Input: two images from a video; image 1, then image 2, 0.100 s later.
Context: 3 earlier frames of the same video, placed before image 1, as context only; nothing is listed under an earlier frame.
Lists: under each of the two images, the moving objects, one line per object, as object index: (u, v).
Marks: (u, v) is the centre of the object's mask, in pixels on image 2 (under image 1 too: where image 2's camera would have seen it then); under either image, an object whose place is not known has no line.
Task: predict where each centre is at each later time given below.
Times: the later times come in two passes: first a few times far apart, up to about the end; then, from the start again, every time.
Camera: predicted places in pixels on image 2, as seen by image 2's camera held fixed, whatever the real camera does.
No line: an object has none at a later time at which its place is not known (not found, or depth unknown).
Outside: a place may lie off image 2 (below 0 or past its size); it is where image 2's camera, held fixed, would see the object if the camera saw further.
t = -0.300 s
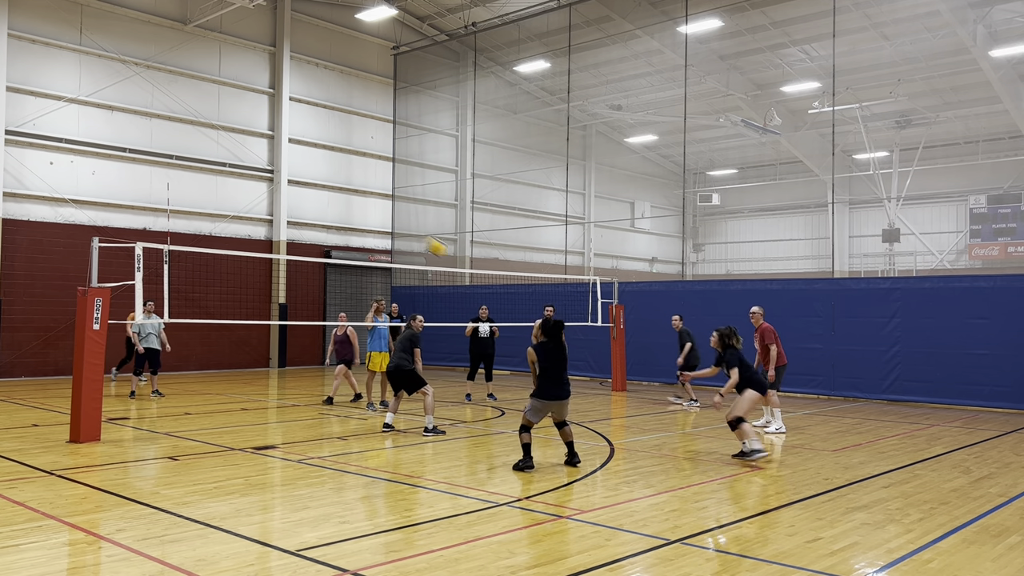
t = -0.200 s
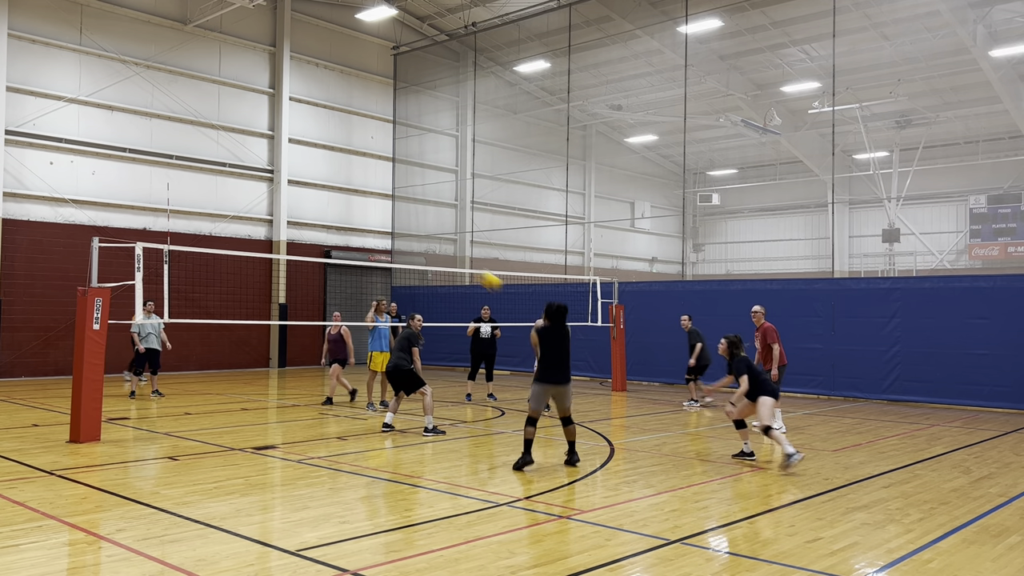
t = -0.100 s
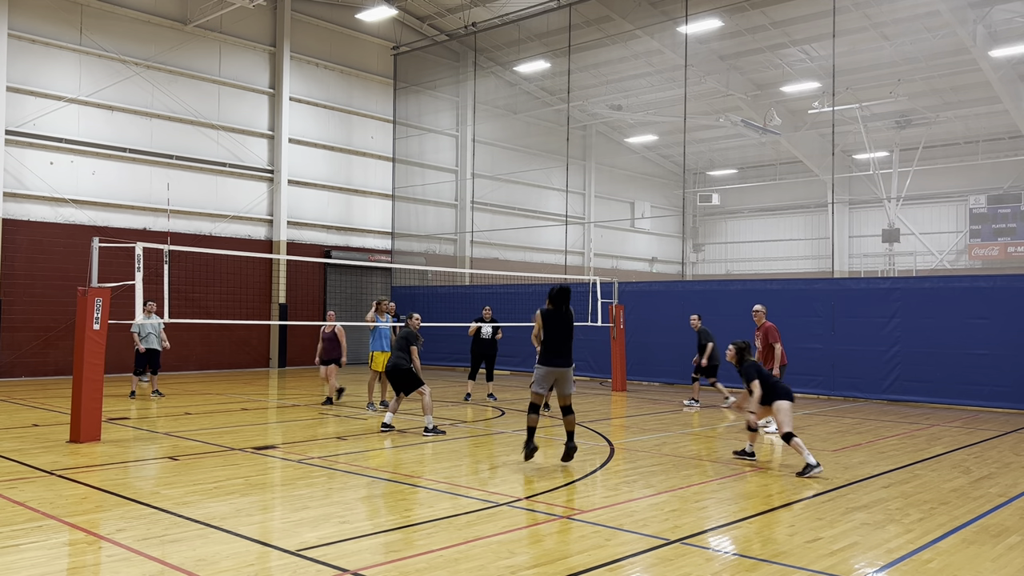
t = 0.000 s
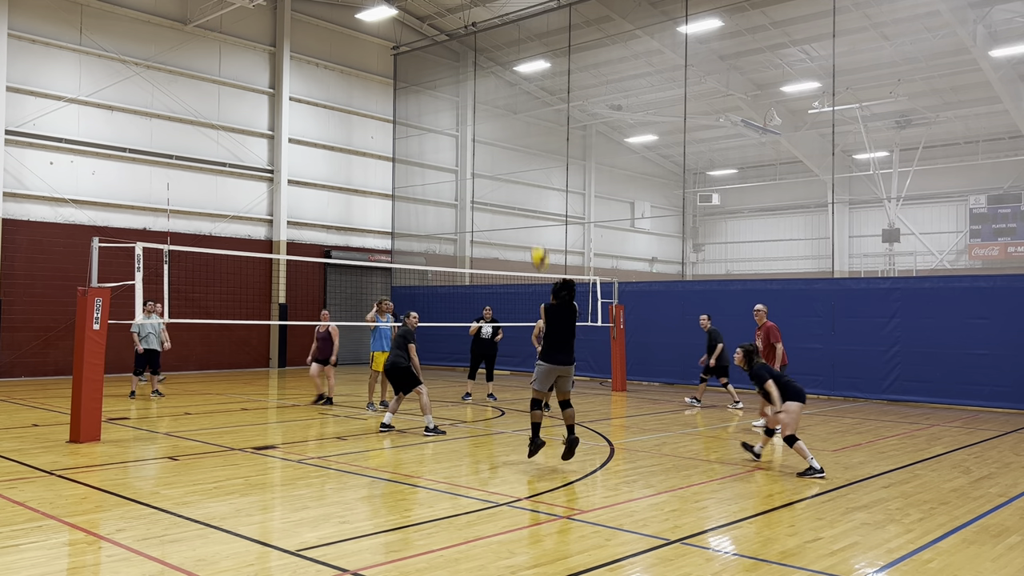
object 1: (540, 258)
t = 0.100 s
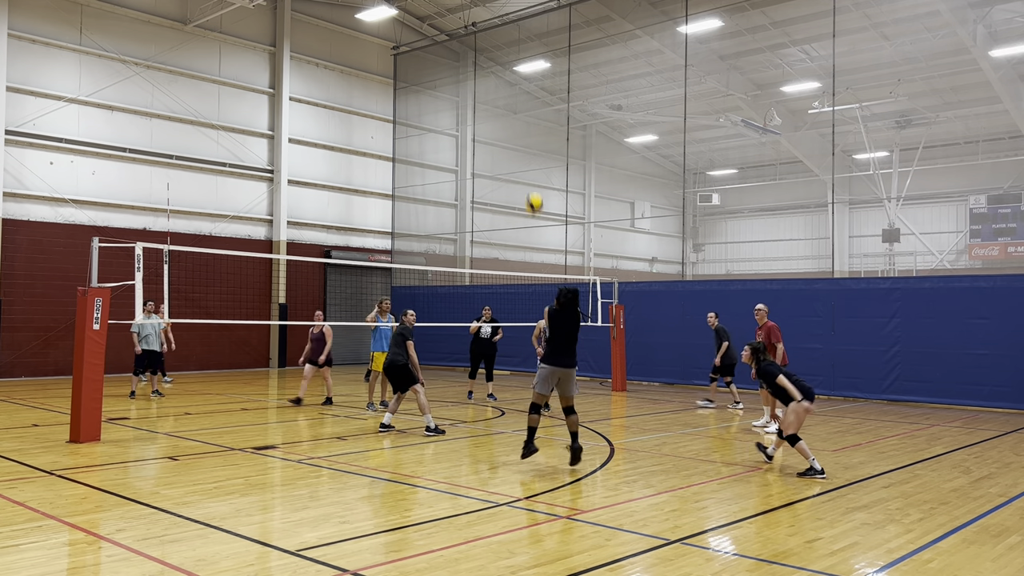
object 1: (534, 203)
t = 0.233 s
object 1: (527, 148)
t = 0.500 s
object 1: (514, 87)
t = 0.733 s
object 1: (503, 82)
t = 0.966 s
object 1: (493, 118)
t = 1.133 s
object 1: (485, 166)
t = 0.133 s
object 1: (533, 187)
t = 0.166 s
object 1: (530, 173)
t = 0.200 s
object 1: (528, 159)
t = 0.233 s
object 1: (527, 148)
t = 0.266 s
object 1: (526, 137)
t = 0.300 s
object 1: (524, 127)
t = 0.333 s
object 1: (522, 117)
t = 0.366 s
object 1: (521, 110)
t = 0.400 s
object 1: (519, 103)
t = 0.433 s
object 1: (517, 96)
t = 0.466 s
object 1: (516, 92)
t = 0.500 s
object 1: (514, 87)
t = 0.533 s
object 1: (512, 83)
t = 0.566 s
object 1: (511, 81)
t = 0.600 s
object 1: (510, 80)
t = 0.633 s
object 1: (508, 79)
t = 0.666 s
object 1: (506, 79)
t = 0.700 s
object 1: (505, 80)
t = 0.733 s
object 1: (503, 82)
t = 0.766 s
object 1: (502, 85)
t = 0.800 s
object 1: (500, 88)
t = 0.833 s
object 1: (498, 93)
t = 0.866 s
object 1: (497, 98)
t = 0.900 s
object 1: (496, 104)
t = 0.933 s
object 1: (494, 111)
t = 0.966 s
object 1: (493, 118)
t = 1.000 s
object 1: (491, 126)
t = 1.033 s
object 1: (489, 135)
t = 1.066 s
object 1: (488, 145)
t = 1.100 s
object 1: (487, 156)
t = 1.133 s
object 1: (485, 166)
